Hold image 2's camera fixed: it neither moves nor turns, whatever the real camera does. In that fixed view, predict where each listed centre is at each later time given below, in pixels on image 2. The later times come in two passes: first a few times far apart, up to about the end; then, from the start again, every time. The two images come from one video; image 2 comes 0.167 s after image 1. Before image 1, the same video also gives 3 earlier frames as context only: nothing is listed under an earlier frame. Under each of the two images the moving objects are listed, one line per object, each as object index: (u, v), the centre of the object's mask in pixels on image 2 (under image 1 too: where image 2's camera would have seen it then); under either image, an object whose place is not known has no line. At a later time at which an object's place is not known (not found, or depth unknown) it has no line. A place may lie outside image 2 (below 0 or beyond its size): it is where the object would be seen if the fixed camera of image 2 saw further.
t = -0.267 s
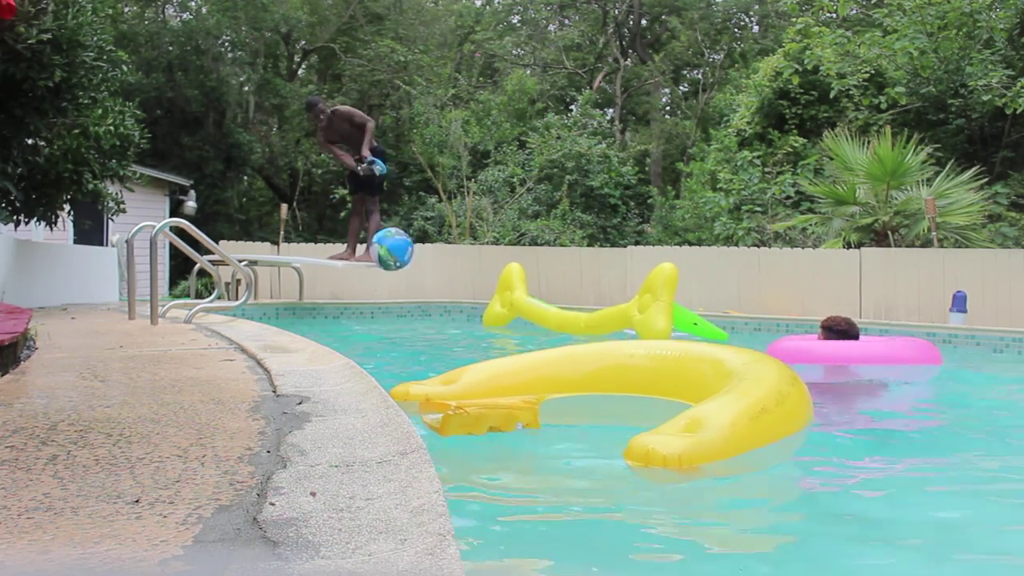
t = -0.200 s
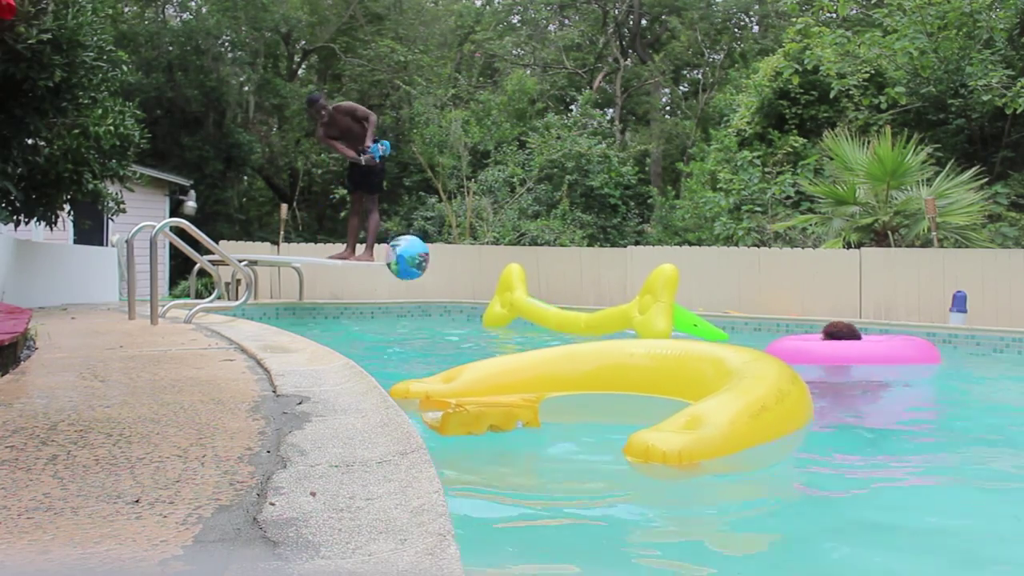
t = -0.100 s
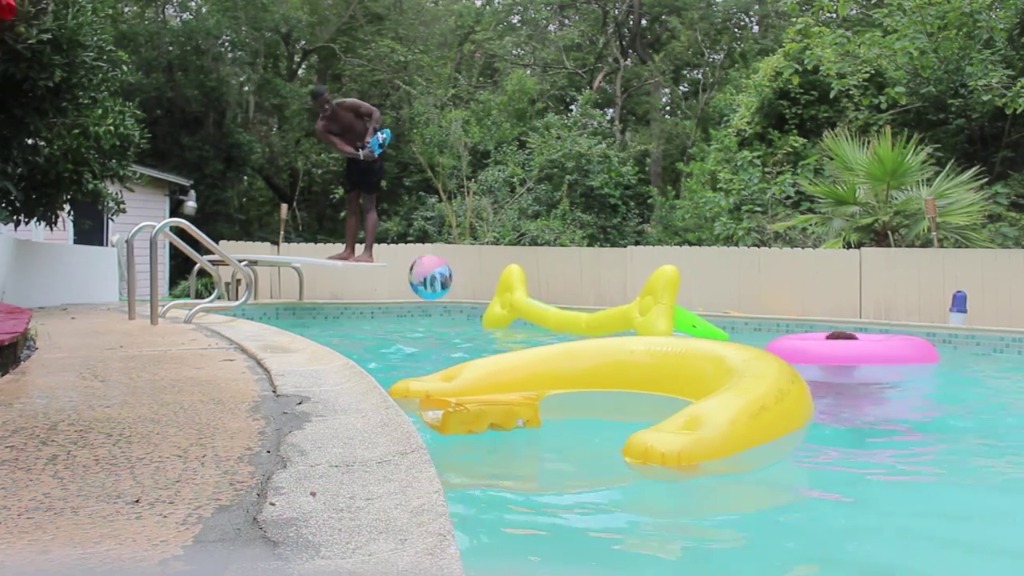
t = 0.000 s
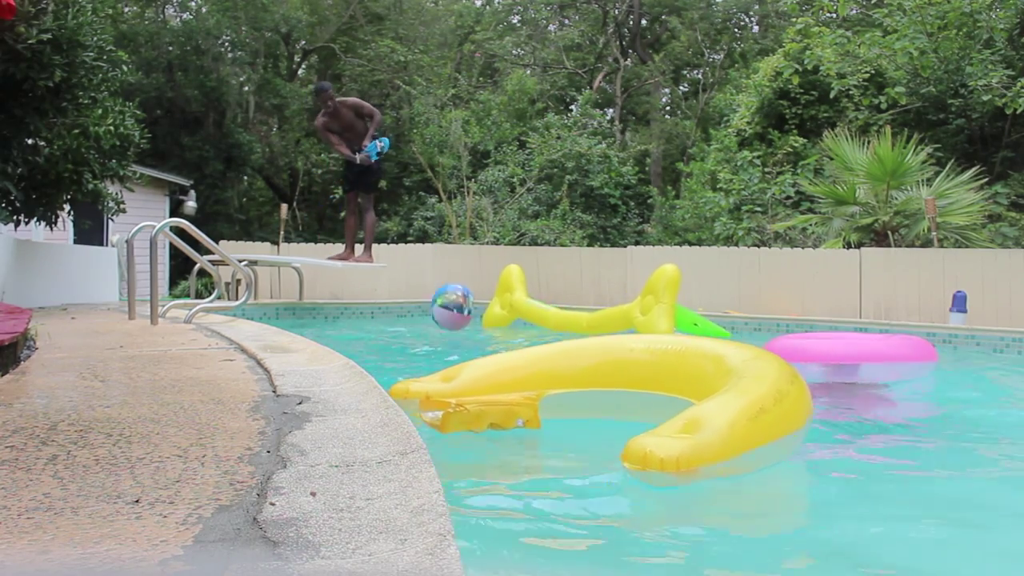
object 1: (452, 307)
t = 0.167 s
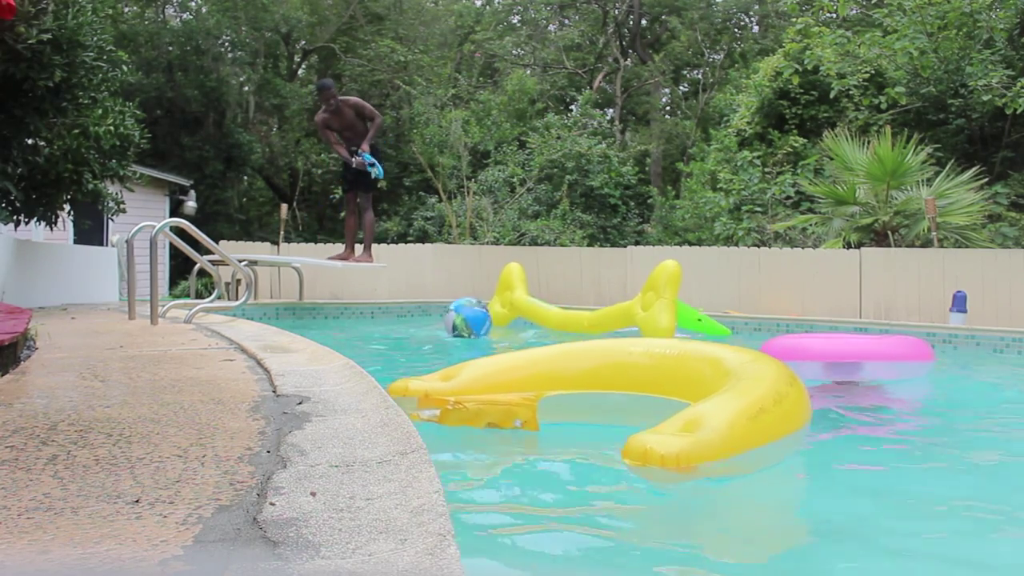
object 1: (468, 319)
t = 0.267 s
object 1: (474, 318)
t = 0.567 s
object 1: (498, 314)
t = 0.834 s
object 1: (518, 313)
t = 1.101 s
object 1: (533, 318)
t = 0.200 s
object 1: (469, 318)
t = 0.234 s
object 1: (471, 318)
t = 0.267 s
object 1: (474, 318)
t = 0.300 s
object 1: (477, 317)
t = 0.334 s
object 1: (480, 317)
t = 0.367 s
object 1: (483, 316)
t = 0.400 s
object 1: (485, 315)
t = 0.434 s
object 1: (488, 315)
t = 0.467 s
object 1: (491, 315)
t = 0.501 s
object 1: (494, 315)
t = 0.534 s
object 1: (496, 314)
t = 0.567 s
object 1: (498, 314)
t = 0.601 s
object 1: (501, 314)
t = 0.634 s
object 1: (504, 314)
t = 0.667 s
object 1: (506, 314)
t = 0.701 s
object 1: (509, 314)
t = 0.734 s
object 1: (512, 315)
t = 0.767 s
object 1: (514, 315)
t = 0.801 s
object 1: (516, 314)
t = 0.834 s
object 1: (518, 313)
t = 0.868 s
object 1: (520, 313)
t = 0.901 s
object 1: (522, 313)
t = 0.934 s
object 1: (524, 313)
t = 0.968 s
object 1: (526, 313)
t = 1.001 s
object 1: (528, 314)
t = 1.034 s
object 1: (530, 316)
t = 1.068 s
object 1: (531, 317)
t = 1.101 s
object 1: (533, 318)
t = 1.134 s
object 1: (535, 319)
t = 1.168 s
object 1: (536, 320)
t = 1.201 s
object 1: (537, 321)
